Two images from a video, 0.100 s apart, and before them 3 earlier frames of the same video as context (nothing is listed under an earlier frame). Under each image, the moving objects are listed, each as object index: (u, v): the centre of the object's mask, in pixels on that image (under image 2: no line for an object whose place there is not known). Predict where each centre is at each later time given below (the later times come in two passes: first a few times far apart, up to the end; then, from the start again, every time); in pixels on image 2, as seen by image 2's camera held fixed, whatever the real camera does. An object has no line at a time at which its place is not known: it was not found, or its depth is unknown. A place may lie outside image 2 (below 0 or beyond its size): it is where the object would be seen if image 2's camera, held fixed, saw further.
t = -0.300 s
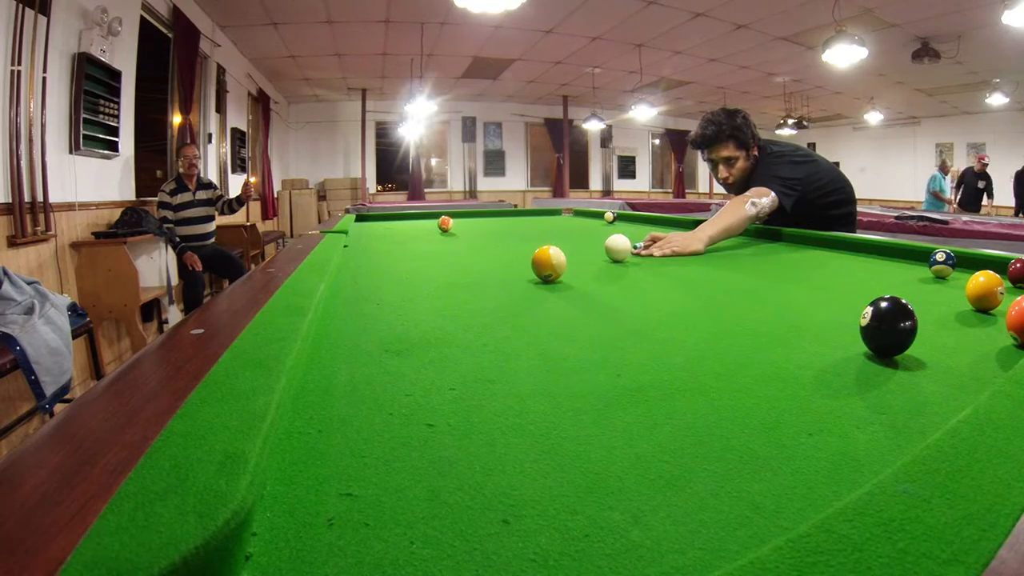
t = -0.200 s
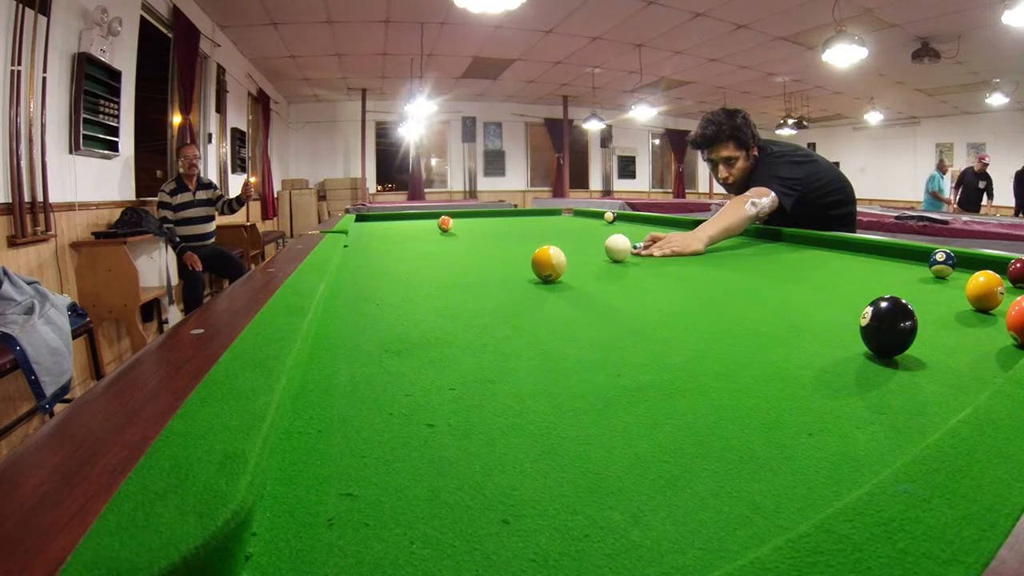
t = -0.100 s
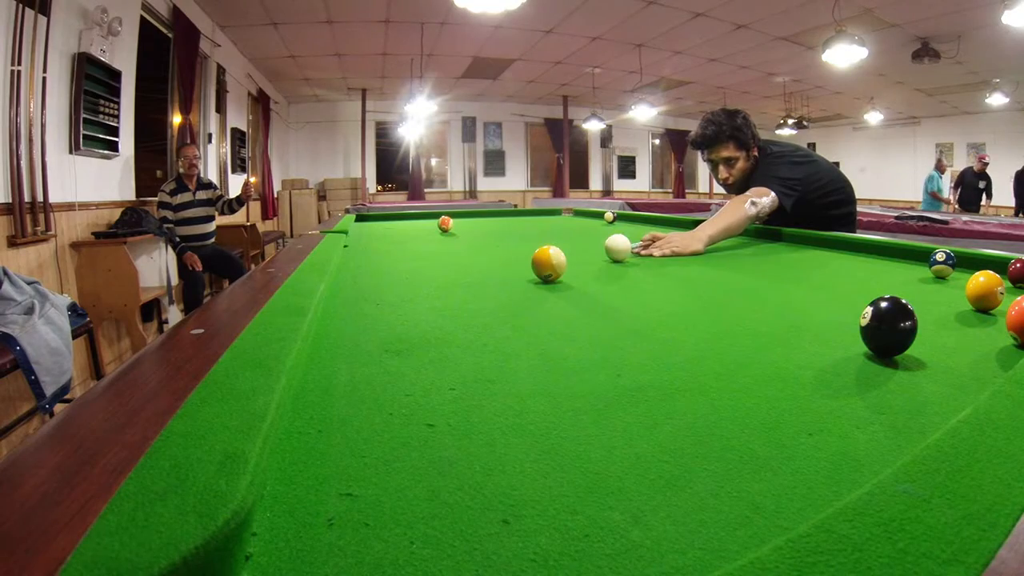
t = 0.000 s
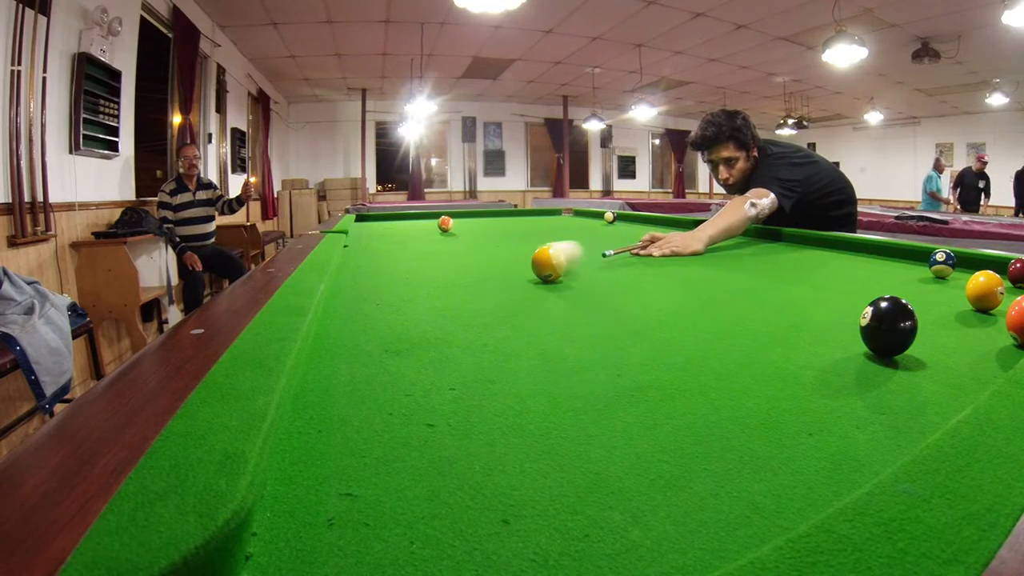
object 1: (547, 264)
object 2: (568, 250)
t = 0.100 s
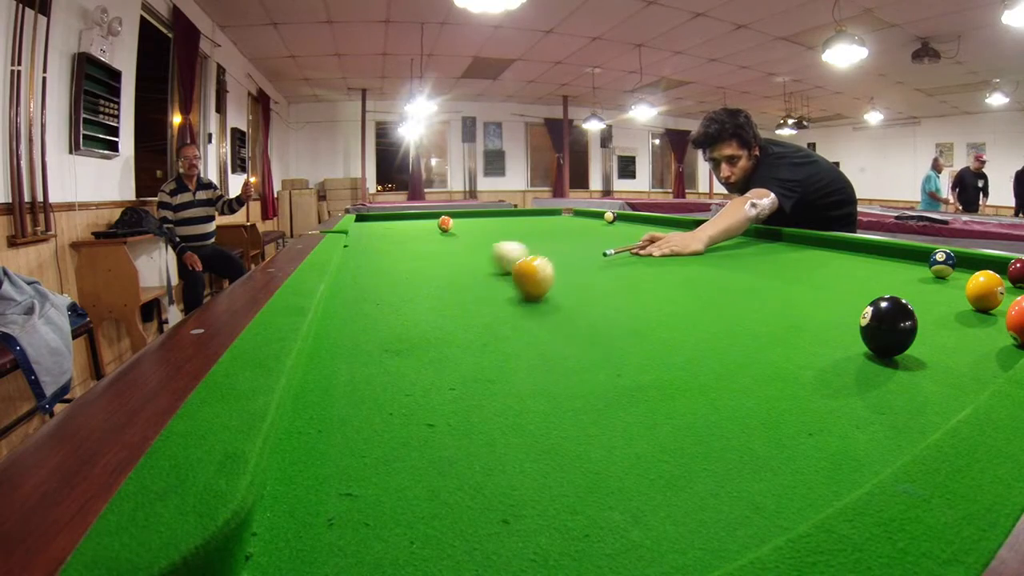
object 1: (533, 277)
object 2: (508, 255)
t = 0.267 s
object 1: (496, 311)
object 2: (449, 255)
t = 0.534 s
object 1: (338, 469)
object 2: (365, 253)
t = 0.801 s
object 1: (515, 474)
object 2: (395, 246)
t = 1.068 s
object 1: (526, 363)
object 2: (432, 240)
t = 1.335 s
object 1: (532, 316)
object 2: (462, 235)
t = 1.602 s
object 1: (536, 290)
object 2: (486, 232)
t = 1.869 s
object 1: (540, 274)
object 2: (506, 229)
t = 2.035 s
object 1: (542, 266)
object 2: (517, 227)
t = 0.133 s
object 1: (527, 283)
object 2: (496, 256)
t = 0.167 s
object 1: (520, 289)
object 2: (484, 256)
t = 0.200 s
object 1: (514, 295)
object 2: (472, 255)
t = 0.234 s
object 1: (505, 302)
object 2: (460, 255)
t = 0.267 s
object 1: (496, 311)
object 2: (449, 255)
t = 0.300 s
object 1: (486, 319)
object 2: (437, 255)
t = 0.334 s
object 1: (473, 331)
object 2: (426, 255)
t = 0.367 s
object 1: (459, 343)
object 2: (415, 254)
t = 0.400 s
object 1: (441, 359)
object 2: (405, 254)
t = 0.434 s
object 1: (419, 379)
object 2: (395, 253)
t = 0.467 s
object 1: (391, 405)
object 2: (385, 253)
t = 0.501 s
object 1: (356, 437)
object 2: (375, 253)
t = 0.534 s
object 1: (338, 469)
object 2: (365, 253)
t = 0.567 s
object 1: (371, 493)
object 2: (357, 253)
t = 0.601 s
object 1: (407, 512)
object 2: (359, 252)
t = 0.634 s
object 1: (444, 526)
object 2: (366, 251)
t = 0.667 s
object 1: (488, 540)
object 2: (372, 250)
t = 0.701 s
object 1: (507, 530)
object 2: (378, 249)
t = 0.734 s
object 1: (509, 516)
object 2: (383, 248)
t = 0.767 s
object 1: (512, 497)
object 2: (389, 247)
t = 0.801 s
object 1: (515, 474)
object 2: (395, 246)
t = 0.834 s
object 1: (517, 455)
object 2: (400, 245)
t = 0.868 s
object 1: (518, 436)
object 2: (405, 244)
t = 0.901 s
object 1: (520, 420)
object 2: (410, 243)
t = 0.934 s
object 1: (521, 406)
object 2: (415, 243)
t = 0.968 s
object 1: (523, 393)
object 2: (419, 242)
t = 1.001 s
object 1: (524, 382)
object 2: (423, 241)
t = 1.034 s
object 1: (525, 372)
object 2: (427, 240)
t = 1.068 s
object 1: (526, 363)
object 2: (432, 240)
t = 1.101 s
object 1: (527, 355)
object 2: (436, 239)
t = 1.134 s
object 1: (528, 348)
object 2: (440, 238)
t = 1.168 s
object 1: (528, 342)
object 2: (444, 238)
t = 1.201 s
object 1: (529, 335)
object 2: (448, 237)
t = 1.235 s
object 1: (530, 330)
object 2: (451, 237)
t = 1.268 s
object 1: (530, 325)
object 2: (455, 236)
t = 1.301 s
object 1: (531, 320)
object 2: (458, 236)
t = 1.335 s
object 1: (532, 316)
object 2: (462, 235)
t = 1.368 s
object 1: (532, 312)
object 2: (465, 234)
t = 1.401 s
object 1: (533, 308)
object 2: (468, 234)
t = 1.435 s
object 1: (534, 305)
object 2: (472, 234)
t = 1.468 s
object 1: (534, 301)
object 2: (475, 233)
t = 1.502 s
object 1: (535, 298)
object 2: (478, 233)
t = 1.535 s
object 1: (535, 295)
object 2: (480, 232)
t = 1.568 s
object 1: (535, 292)
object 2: (483, 232)
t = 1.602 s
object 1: (536, 290)
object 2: (486, 232)
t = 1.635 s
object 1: (537, 287)
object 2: (489, 231)
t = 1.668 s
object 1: (537, 285)
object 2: (491, 231)
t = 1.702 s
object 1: (538, 283)
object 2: (494, 230)
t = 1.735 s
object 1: (538, 281)
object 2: (496, 230)
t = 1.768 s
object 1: (539, 279)
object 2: (499, 230)
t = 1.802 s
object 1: (539, 277)
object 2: (501, 229)
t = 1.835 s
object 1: (540, 275)
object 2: (503, 229)
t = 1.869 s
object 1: (540, 274)
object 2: (506, 229)
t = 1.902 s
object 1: (541, 272)
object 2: (508, 228)
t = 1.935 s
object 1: (541, 271)
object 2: (510, 228)
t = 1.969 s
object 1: (542, 269)
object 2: (513, 228)
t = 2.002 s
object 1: (542, 268)
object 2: (515, 227)
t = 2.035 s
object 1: (542, 266)
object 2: (517, 227)
